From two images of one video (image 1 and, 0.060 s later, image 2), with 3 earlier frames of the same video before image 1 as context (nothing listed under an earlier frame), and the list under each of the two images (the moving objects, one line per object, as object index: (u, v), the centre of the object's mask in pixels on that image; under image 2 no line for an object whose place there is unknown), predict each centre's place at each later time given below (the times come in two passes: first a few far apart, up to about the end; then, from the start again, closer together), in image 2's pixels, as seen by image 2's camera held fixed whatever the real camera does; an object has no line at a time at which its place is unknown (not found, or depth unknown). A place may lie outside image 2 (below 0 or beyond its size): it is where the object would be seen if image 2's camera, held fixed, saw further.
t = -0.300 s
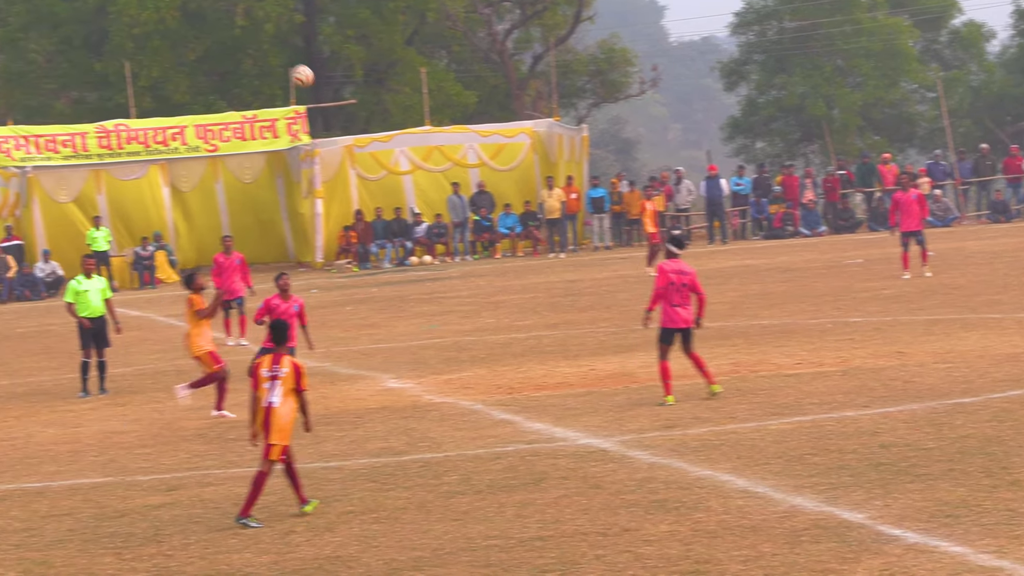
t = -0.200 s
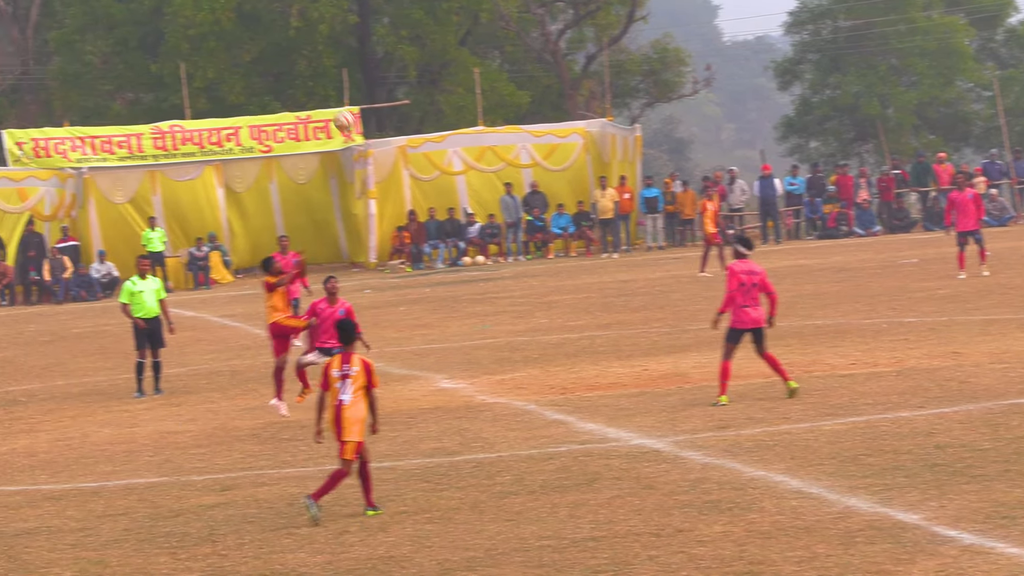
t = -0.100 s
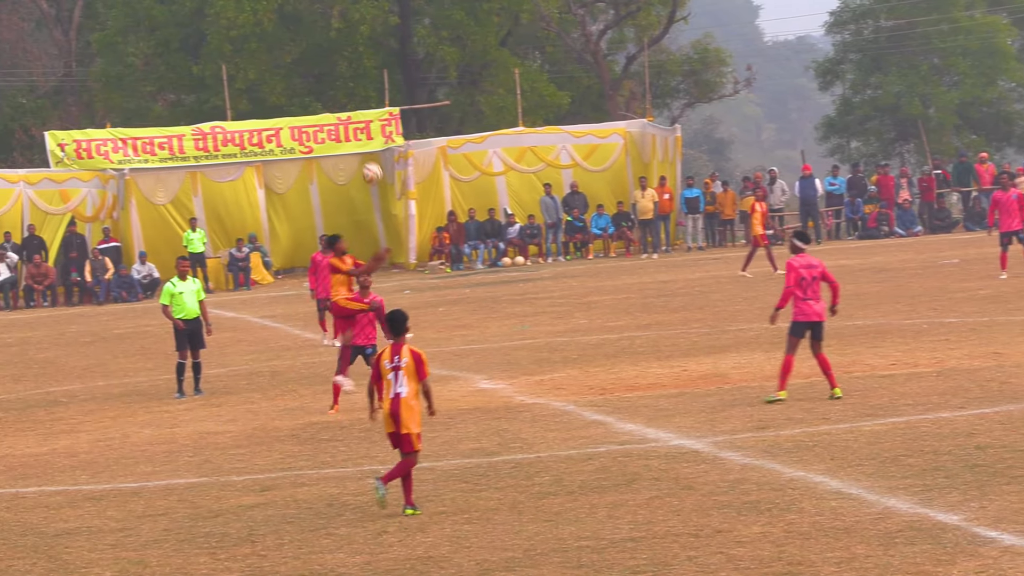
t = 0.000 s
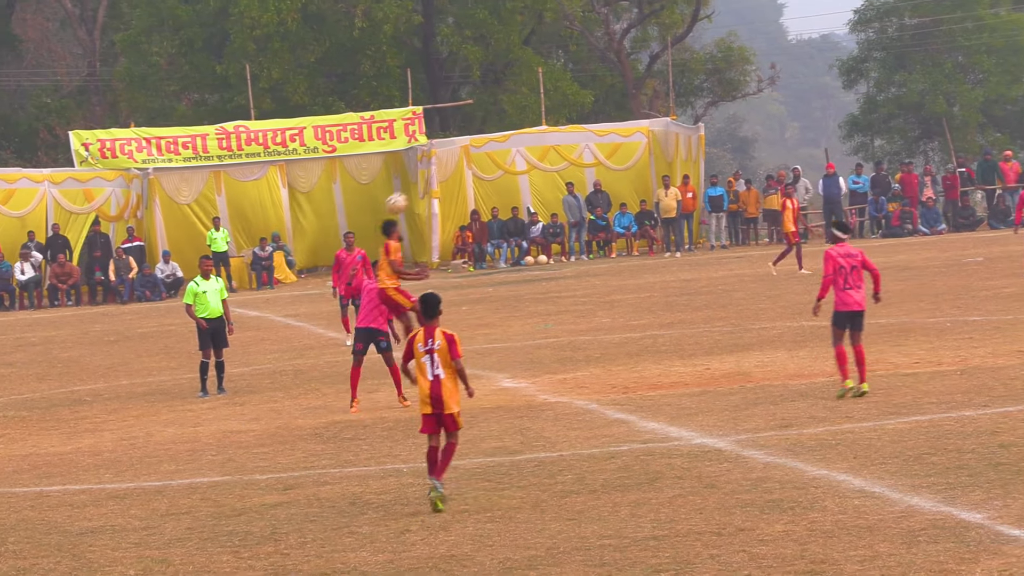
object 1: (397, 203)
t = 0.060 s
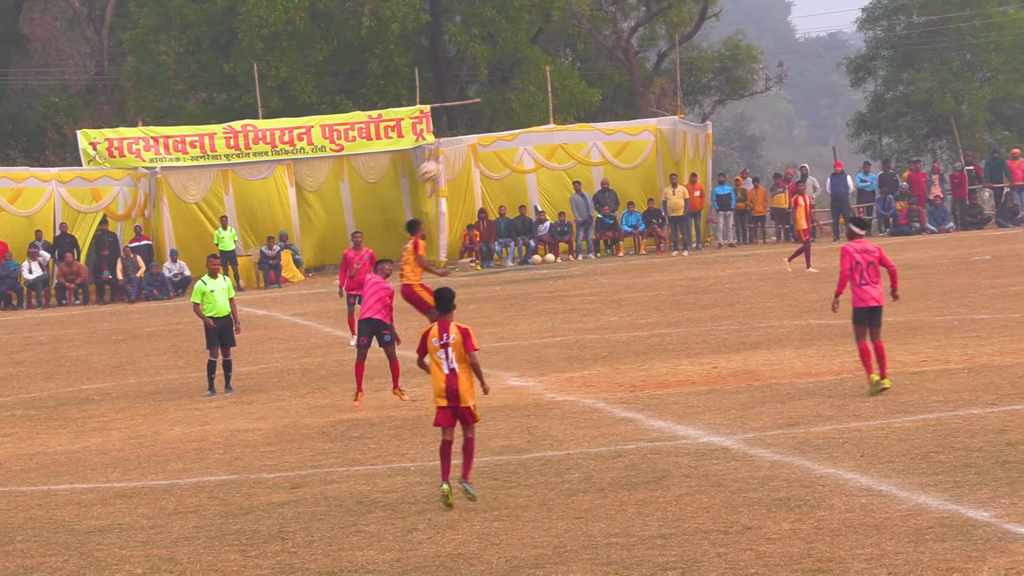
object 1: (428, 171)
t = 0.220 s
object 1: (497, 107)
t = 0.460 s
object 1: (598, 54)
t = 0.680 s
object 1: (691, 52)
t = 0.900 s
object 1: (782, 90)
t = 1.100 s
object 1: (867, 157)
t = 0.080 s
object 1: (437, 162)
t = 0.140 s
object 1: (463, 135)
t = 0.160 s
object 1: (472, 127)
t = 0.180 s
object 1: (480, 121)
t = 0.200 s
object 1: (488, 114)
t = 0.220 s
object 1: (497, 107)
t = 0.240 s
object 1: (505, 101)
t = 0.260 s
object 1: (513, 94)
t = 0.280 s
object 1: (522, 88)
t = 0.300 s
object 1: (530, 84)
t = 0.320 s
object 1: (538, 78)
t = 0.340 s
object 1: (547, 73)
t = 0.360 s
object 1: (556, 69)
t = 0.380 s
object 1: (564, 66)
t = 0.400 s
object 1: (572, 62)
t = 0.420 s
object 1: (581, 59)
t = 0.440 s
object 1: (589, 57)
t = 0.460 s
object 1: (598, 54)
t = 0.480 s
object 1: (607, 52)
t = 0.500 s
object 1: (615, 51)
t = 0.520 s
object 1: (623, 50)
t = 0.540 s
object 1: (631, 48)
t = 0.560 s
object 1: (640, 48)
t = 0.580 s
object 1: (649, 48)
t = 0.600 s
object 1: (657, 48)
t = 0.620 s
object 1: (666, 49)
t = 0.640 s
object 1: (674, 49)
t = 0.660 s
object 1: (683, 51)
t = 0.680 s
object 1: (691, 52)
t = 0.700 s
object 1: (699, 54)
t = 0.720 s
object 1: (707, 56)
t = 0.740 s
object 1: (716, 58)
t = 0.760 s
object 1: (724, 61)
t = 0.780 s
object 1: (732, 65)
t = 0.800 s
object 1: (740, 68)
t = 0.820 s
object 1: (749, 72)
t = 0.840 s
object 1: (757, 76)
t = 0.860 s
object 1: (765, 80)
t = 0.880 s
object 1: (774, 85)
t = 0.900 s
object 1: (782, 90)
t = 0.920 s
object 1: (790, 95)
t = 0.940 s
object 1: (799, 101)
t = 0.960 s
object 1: (807, 107)
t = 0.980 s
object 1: (816, 113)
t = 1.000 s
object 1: (824, 119)
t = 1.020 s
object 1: (833, 126)
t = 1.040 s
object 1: (841, 133)
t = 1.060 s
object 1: (850, 141)
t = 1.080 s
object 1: (858, 148)
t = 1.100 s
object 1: (867, 157)
